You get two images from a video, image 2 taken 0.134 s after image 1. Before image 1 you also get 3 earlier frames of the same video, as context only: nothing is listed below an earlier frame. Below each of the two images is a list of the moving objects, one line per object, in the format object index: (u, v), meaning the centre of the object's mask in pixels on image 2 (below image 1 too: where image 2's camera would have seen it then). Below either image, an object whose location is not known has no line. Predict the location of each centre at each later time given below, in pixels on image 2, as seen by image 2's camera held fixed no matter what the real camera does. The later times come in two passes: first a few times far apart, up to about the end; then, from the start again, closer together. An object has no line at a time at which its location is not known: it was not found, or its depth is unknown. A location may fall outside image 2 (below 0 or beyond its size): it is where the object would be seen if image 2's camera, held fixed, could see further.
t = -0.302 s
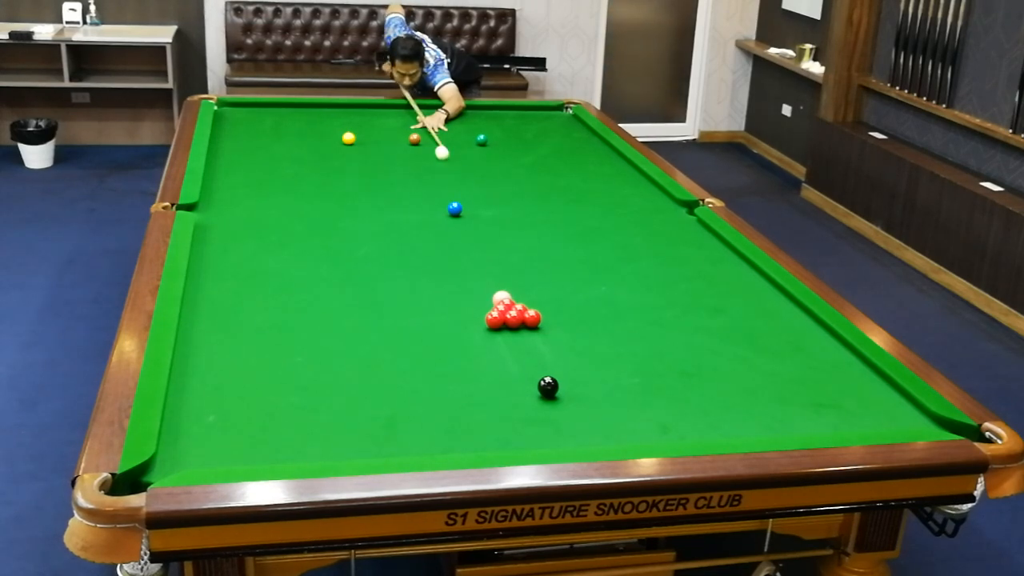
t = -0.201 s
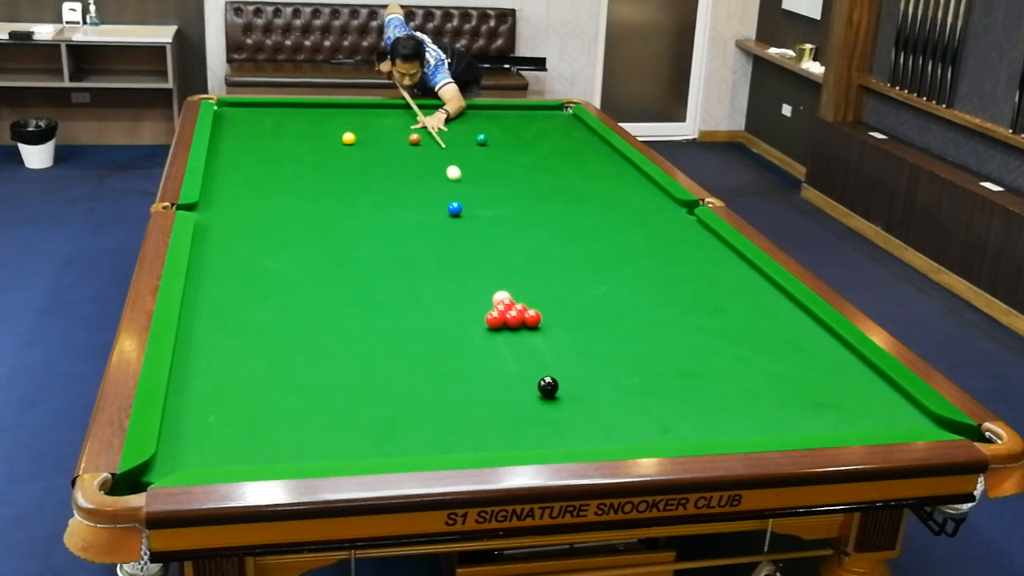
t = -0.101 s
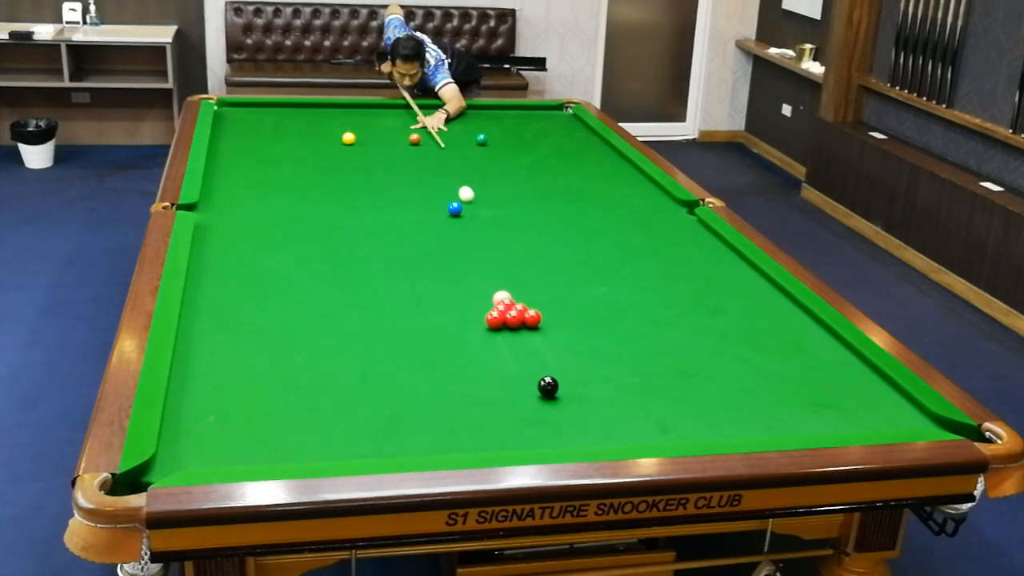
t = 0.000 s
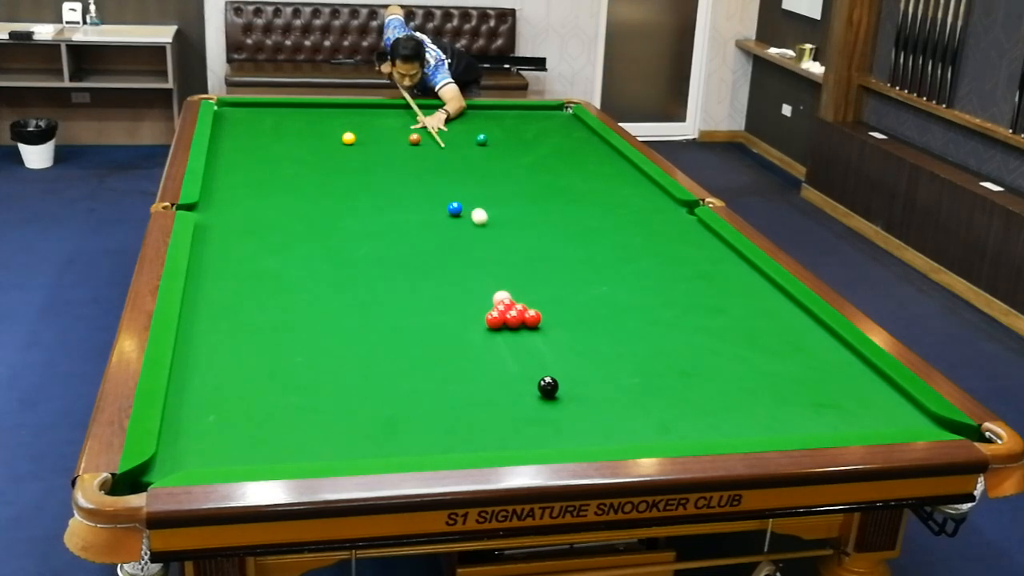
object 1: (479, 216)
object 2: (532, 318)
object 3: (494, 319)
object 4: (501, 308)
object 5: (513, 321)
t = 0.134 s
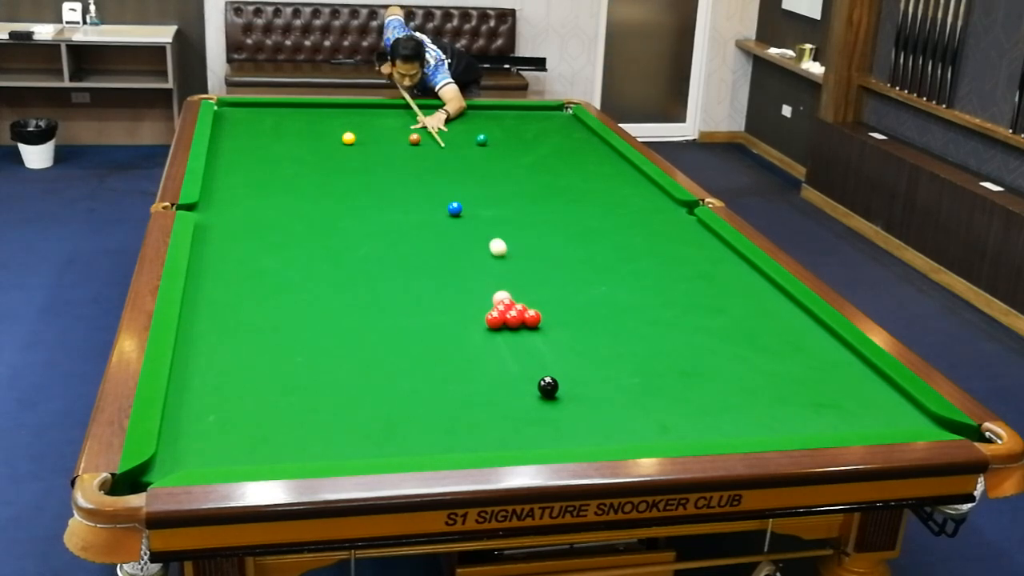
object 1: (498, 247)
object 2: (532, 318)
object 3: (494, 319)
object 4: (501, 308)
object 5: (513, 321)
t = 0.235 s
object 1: (514, 273)
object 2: (532, 318)
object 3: (494, 320)
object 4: (501, 308)
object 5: (516, 318)
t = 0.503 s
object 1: (600, 326)
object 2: (550, 345)
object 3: (456, 321)
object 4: (493, 311)
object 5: (512, 322)
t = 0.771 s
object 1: (721, 369)
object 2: (586, 392)
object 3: (392, 323)
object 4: (480, 309)
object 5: (511, 328)
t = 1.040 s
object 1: (859, 419)
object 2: (622, 437)
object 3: (329, 326)
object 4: (469, 307)
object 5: (510, 333)
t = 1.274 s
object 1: (884, 394)
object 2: (606, 407)
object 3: (275, 329)
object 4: (461, 306)
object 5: (508, 336)
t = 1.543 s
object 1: (786, 363)
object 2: (591, 377)
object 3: (213, 331)
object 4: (455, 305)
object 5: (508, 339)
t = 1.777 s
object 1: (711, 338)
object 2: (579, 355)
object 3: (203, 332)
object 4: (451, 304)
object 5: (508, 342)
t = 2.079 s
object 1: (626, 309)
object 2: (566, 330)
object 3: (243, 332)
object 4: (448, 304)
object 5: (507, 344)
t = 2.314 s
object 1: (567, 290)
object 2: (557, 313)
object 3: (272, 331)
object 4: (447, 304)
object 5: (506, 345)
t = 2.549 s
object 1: (514, 273)
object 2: (549, 297)
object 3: (299, 331)
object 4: (447, 303)
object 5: (506, 345)
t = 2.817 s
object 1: (459, 254)
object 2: (542, 282)
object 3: (328, 330)
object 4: (447, 303)
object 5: (506, 345)
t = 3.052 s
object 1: (415, 240)
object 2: (535, 270)
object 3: (351, 330)
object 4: (446, 304)
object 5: (506, 345)
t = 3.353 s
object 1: (365, 223)
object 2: (529, 256)
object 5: (507, 345)
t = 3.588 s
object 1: (328, 211)
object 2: (524, 247)
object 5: (506, 345)
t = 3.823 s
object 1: (295, 199)
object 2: (520, 238)
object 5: (506, 345)
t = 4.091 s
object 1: (260, 188)
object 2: (515, 229)
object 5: (506, 345)
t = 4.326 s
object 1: (233, 178)
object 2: (511, 221)
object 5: (506, 345)
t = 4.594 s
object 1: (214, 169)
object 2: (508, 214)
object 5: (506, 345)
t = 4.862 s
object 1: (229, 162)
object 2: (505, 207)
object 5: (507, 345)
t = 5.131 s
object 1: (242, 155)
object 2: (502, 201)
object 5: (506, 345)
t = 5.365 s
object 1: (253, 150)
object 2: (500, 197)
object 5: (507, 345)
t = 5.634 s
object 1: (264, 145)
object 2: (498, 192)
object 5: (506, 345)
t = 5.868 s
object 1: (272, 141)
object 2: (497, 188)
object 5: (506, 345)
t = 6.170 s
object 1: (282, 135)
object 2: (496, 184)
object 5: (506, 345)
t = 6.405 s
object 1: (289, 132)
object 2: (495, 181)
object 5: (506, 345)
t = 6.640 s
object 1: (295, 129)
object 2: (494, 179)
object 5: (506, 345)
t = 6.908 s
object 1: (302, 126)
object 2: (493, 176)
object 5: (506, 345)
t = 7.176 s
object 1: (307, 123)
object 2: (493, 174)
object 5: (506, 345)
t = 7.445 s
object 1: (312, 120)
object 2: (493, 172)
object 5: (506, 345)
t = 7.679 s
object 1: (316, 118)
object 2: (493, 171)
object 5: (506, 345)
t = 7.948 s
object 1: (320, 116)
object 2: (493, 170)
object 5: (507, 345)
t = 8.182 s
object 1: (323, 114)
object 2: (493, 170)
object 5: (506, 345)
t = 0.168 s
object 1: (503, 255)
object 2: (532, 318)
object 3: (494, 319)
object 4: (501, 308)
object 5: (516, 318)
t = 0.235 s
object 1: (514, 273)
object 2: (532, 318)
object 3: (494, 320)
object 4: (501, 308)
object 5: (516, 318)
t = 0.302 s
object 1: (525, 291)
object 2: (532, 318)
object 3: (494, 319)
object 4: (501, 309)
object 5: (516, 318)
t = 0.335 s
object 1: (532, 300)
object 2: (532, 318)
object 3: (494, 320)
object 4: (501, 309)
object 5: (516, 318)
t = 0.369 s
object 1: (541, 309)
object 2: (532, 319)
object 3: (493, 319)
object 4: (501, 309)
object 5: (516, 318)
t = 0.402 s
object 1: (554, 315)
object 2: (536, 325)
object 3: (482, 320)
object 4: (498, 312)
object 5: (514, 320)
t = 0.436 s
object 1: (570, 318)
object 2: (541, 332)
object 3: (473, 320)
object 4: (496, 312)
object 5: (513, 320)
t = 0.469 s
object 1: (585, 322)
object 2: (546, 338)
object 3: (464, 320)
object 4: (495, 311)
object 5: (512, 321)
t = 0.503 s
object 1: (600, 326)
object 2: (550, 345)
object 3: (456, 321)
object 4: (493, 311)
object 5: (512, 322)
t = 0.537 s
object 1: (614, 331)
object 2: (555, 351)
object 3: (448, 321)
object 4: (491, 311)
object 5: (512, 322)
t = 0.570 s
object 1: (629, 336)
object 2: (559, 357)
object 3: (440, 321)
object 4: (490, 310)
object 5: (512, 323)
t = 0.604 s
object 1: (644, 341)
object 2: (563, 362)
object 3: (432, 322)
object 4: (488, 310)
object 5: (511, 324)
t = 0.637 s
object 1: (659, 346)
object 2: (568, 368)
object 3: (424, 322)
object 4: (486, 310)
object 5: (511, 325)
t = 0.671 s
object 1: (674, 352)
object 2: (572, 374)
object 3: (416, 322)
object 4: (484, 310)
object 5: (511, 325)
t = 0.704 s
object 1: (689, 358)
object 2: (577, 380)
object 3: (408, 323)
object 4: (483, 310)
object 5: (511, 326)
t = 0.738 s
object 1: (705, 363)
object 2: (581, 386)
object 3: (400, 323)
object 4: (481, 309)
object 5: (511, 327)
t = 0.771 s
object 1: (721, 369)
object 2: (586, 392)
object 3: (392, 323)
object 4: (480, 309)
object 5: (511, 328)
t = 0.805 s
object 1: (737, 375)
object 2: (591, 399)
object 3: (384, 324)
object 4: (478, 309)
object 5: (511, 328)
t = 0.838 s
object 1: (754, 381)
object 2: (596, 405)
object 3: (376, 324)
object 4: (477, 309)
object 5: (510, 329)
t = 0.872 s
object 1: (771, 388)
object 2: (601, 412)
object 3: (368, 324)
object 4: (475, 309)
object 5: (510, 329)
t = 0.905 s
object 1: (788, 394)
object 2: (606, 418)
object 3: (361, 325)
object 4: (474, 308)
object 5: (510, 330)
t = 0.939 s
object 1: (805, 401)
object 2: (611, 425)
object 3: (353, 325)
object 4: (473, 308)
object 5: (510, 331)
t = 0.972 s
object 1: (823, 407)
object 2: (616, 432)
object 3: (345, 325)
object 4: (472, 308)
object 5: (510, 331)
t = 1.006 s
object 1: (841, 414)
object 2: (621, 436)
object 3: (337, 326)
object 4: (471, 307)
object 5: (510, 332)
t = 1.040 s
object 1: (859, 419)
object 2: (622, 437)
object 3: (329, 326)
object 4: (469, 307)
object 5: (510, 333)
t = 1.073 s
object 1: (876, 423)
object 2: (619, 433)
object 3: (321, 326)
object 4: (468, 307)
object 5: (509, 333)
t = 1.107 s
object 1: (886, 420)
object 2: (616, 429)
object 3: (313, 327)
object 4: (467, 307)
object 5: (509, 333)
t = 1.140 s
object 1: (893, 415)
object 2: (614, 424)
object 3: (306, 327)
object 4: (465, 307)
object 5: (509, 334)
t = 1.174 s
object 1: (900, 409)
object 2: (612, 420)
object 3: (298, 328)
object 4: (464, 307)
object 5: (509, 334)
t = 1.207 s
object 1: (907, 403)
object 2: (610, 415)
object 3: (290, 328)
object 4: (463, 306)
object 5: (509, 335)
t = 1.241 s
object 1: (900, 399)
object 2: (608, 411)
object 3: (282, 328)
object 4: (462, 306)
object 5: (508, 336)
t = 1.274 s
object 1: (884, 394)
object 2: (606, 407)
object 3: (275, 329)
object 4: (461, 306)
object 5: (508, 336)
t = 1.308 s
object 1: (870, 390)
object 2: (604, 403)
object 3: (267, 329)
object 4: (460, 306)
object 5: (508, 337)
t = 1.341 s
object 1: (857, 386)
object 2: (602, 399)
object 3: (259, 329)
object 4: (459, 306)
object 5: (508, 337)
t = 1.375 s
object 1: (844, 382)
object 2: (600, 395)
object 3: (251, 330)
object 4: (459, 306)
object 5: (508, 337)
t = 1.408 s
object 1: (832, 378)
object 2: (598, 392)
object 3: (244, 330)
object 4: (458, 306)
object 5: (508, 338)
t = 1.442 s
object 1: (820, 374)
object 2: (596, 388)
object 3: (236, 330)
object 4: (457, 305)
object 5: (508, 338)
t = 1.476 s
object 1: (808, 370)
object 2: (594, 385)
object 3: (228, 331)
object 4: (456, 305)
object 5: (508, 339)
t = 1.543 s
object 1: (786, 363)
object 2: (591, 377)
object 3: (213, 331)
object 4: (455, 305)
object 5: (508, 339)
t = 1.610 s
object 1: (763, 355)
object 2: (587, 371)
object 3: (198, 332)
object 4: (453, 305)
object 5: (508, 340)
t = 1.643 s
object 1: (753, 352)
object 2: (585, 367)
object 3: (190, 332)
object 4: (453, 305)
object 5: (508, 341)
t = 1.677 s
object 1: (742, 348)
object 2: (584, 364)
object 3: (187, 332)
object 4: (452, 305)
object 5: (508, 341)
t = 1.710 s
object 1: (731, 344)
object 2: (582, 361)
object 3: (193, 333)
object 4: (451, 305)
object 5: (508, 341)
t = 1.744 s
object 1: (721, 341)
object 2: (580, 358)
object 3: (198, 332)
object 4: (451, 305)
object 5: (508, 342)
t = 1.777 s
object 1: (711, 338)
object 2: (579, 355)
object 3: (203, 332)
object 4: (451, 304)
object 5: (508, 342)
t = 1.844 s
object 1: (691, 331)
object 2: (576, 349)
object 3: (212, 332)
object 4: (450, 304)
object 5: (508, 343)
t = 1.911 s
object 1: (671, 325)
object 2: (573, 343)
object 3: (221, 332)
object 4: (449, 304)
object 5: (508, 343)
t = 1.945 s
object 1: (662, 322)
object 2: (571, 340)
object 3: (226, 332)
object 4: (449, 304)
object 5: (507, 343)
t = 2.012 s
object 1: (643, 315)
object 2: (568, 335)
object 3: (234, 332)
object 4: (448, 304)
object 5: (507, 344)
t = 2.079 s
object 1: (626, 309)
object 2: (566, 330)
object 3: (243, 332)
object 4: (448, 304)
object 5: (507, 344)
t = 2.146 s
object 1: (608, 303)
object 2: (563, 325)
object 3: (252, 332)
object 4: (447, 304)
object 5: (507, 344)
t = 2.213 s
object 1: (591, 298)
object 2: (561, 320)
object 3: (260, 332)
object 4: (447, 304)
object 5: (507, 344)
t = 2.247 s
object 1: (583, 295)
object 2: (560, 317)
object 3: (264, 331)
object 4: (447, 304)
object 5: (507, 345)
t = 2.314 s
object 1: (567, 290)
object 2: (557, 313)
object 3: (272, 331)
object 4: (447, 304)
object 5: (506, 345)
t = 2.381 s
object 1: (552, 285)
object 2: (555, 308)
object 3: (280, 331)
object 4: (447, 303)
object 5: (506, 345)
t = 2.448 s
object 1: (537, 280)
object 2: (553, 304)
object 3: (288, 331)
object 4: (447, 303)
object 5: (506, 345)
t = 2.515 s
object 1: (521, 275)
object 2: (551, 300)
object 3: (295, 331)
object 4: (447, 303)
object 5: (506, 345)
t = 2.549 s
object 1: (514, 273)
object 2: (549, 297)
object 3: (299, 331)
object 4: (447, 303)
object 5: (506, 345)
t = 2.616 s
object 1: (500, 268)
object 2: (547, 293)
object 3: (307, 331)
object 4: (447, 303)
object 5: (506, 345)
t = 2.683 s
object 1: (486, 263)
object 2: (546, 290)
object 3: (314, 330)
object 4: (447, 303)
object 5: (506, 345)
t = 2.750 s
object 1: (473, 259)
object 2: (544, 286)
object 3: (321, 330)
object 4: (447, 304)
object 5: (507, 345)
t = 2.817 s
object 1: (459, 254)
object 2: (542, 282)
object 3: (328, 330)
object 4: (447, 303)
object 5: (506, 345)
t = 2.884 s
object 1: (446, 250)
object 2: (540, 278)
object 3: (335, 330)
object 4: (447, 304)
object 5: (506, 345)
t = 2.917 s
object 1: (440, 248)
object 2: (539, 277)
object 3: (338, 330)
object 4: (447, 303)
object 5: (506, 345)
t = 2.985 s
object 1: (428, 244)
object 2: (537, 273)
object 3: (345, 330)
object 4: (446, 303)
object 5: (506, 345)
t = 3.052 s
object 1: (415, 240)
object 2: (535, 270)
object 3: (351, 330)
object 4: (446, 304)
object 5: (506, 345)
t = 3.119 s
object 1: (404, 236)
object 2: (534, 267)
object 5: (506, 345)
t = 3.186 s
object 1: (392, 232)
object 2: (532, 264)
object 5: (506, 345)
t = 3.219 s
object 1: (386, 230)
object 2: (531, 262)
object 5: (506, 345)
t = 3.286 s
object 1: (375, 226)
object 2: (530, 259)
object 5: (506, 345)
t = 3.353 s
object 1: (365, 223)
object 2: (529, 256)
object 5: (507, 345)
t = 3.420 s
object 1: (353, 219)
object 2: (528, 253)
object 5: (506, 345)
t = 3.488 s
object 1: (343, 215)
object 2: (526, 250)
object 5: (506, 345)
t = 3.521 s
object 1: (338, 214)
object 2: (525, 249)
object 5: (506, 345)
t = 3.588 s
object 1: (328, 211)
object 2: (524, 247)
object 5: (506, 345)
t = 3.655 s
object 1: (318, 207)
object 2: (522, 244)
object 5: (506, 345)
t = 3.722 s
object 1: (309, 204)
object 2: (521, 241)
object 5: (506, 345)
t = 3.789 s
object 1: (299, 201)
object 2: (521, 239)
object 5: (506, 345)
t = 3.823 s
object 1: (295, 199)
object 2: (520, 238)
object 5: (506, 345)
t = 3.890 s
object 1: (286, 196)
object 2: (518, 235)
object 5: (506, 345)
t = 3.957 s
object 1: (277, 194)
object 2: (517, 233)
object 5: (506, 345)
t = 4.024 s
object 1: (269, 190)
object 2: (516, 231)
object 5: (506, 345)
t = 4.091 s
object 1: (260, 188)
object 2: (515, 229)
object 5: (506, 345)
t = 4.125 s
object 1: (256, 186)
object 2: (514, 227)
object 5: (506, 345)
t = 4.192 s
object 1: (248, 184)
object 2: (513, 225)
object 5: (506, 345)
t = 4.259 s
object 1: (240, 181)
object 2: (513, 223)
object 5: (506, 345)
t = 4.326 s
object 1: (233, 178)
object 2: (511, 221)
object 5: (506, 345)
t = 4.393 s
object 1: (225, 176)
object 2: (510, 220)
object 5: (506, 345)
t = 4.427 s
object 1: (221, 175)
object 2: (510, 219)
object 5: (506, 345)
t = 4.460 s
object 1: (218, 173)
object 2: (509, 218)
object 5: (506, 345)
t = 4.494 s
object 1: (214, 172)
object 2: (509, 217)
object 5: (506, 345)
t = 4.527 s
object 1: (211, 171)
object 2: (509, 216)
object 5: (506, 345)
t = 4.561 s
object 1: (212, 170)
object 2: (508, 215)
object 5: (506, 345)
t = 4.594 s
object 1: (214, 169)
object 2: (508, 214)
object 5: (506, 345)
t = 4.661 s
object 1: (218, 167)
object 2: (507, 212)
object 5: (506, 345)
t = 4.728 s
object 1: (222, 165)
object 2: (507, 210)
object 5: (507, 345)
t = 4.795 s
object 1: (226, 164)
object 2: (506, 209)
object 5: (507, 345)
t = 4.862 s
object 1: (229, 162)
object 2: (505, 207)
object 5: (507, 345)
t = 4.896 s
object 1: (231, 161)
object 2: (504, 207)
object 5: (507, 345)
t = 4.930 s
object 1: (233, 160)
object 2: (504, 206)
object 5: (506, 345)
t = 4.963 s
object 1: (234, 159)
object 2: (504, 205)
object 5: (506, 345)
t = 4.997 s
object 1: (236, 158)
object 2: (503, 204)
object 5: (506, 345)
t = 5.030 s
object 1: (238, 158)
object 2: (503, 203)
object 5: (507, 345)
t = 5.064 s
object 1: (239, 157)
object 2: (503, 203)
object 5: (507, 345)
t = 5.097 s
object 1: (241, 156)
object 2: (502, 202)
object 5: (506, 345)
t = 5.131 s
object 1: (242, 155)
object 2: (502, 201)
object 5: (506, 345)
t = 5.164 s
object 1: (244, 155)
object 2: (501, 201)
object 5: (507, 345)
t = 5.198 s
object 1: (245, 154)
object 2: (501, 200)
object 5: (506, 345)
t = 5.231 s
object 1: (247, 153)
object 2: (501, 199)
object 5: (506, 345)
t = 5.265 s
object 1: (249, 152)
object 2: (500, 198)
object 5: (506, 345)
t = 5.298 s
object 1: (250, 152)
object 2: (500, 198)
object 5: (506, 345)
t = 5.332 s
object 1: (251, 151)
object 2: (500, 197)
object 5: (507, 345)
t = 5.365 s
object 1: (253, 150)
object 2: (500, 197)
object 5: (507, 345)
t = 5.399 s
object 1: (254, 149)
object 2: (500, 196)
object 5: (507, 345)
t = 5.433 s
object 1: (256, 149)
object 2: (499, 195)
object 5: (506, 345)
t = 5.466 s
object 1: (257, 148)
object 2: (499, 195)
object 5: (507, 345)
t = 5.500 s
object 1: (259, 148)
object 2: (499, 194)
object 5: (507, 345)
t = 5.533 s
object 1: (260, 147)
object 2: (499, 194)
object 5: (507, 345)
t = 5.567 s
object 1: (261, 146)
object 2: (498, 193)
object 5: (507, 345)
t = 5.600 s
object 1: (262, 146)
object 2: (498, 192)
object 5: (506, 345)
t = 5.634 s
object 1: (264, 145)
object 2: (498, 192)
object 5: (506, 345)
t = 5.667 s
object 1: (265, 144)
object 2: (497, 191)
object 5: (506, 345)
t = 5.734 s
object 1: (268, 143)
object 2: (497, 190)
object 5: (506, 345)
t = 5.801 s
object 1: (270, 142)
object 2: (497, 189)
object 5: (506, 345)
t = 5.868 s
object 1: (272, 141)
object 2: (497, 188)
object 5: (506, 345)
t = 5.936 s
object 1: (275, 139)
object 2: (496, 187)
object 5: (506, 345)
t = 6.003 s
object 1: (277, 138)
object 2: (496, 186)
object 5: (506, 345)
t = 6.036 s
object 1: (278, 138)
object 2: (496, 186)
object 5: (506, 345)
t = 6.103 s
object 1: (280, 137)
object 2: (496, 185)
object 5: (506, 345)
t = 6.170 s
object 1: (282, 135)
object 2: (496, 184)
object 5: (506, 345)
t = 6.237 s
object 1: (284, 135)
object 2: (495, 183)
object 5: (506, 345)
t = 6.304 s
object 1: (286, 133)
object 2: (495, 182)
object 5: (506, 345)
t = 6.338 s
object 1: (287, 133)
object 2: (495, 182)
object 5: (506, 345)
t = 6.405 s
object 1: (289, 132)
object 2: (495, 181)
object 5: (506, 345)
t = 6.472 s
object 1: (291, 131)
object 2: (495, 180)
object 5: (506, 345)
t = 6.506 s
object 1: (292, 131)
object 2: (495, 180)
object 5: (506, 345)
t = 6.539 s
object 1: (293, 130)
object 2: (495, 180)
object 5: (507, 345)
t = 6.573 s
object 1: (293, 130)
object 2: (495, 179)
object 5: (506, 345)
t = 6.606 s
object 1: (294, 129)
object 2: (494, 179)
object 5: (506, 345)
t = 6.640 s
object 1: (295, 129)
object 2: (494, 179)
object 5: (506, 345)
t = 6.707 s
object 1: (297, 128)
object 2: (494, 178)
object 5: (506, 345)
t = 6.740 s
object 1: (298, 127)
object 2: (494, 177)
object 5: (506, 345)
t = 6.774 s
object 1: (298, 127)
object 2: (494, 177)
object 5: (506, 345)
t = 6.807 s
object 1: (299, 127)
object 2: (494, 177)
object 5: (506, 345)
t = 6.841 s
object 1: (300, 126)
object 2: (493, 177)
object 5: (506, 345)
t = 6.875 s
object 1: (301, 126)
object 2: (493, 176)
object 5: (506, 345)
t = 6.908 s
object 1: (302, 126)
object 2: (493, 176)
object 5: (506, 345)
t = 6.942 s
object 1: (302, 125)
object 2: (493, 176)
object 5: (506, 345)
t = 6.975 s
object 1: (303, 125)
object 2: (493, 175)
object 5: (506, 345)
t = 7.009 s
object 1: (304, 124)
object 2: (493, 175)
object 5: (506, 345)
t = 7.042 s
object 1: (304, 124)
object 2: (493, 175)
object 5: (506, 345)
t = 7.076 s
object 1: (305, 124)
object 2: (493, 175)
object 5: (506, 345)
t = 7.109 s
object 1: (306, 123)
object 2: (493, 175)
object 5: (506, 345)
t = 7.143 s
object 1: (306, 123)
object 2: (493, 174)
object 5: (506, 345)
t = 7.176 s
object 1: (307, 123)
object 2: (493, 174)
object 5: (506, 345)
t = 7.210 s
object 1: (308, 122)
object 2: (493, 174)
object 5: (506, 345)
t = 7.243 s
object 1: (308, 122)
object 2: (492, 174)
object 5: (506, 345)
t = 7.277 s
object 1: (309, 122)
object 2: (493, 173)
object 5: (506, 345)
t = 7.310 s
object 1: (310, 121)
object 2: (493, 173)
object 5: (506, 345)
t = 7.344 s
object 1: (310, 121)
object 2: (492, 173)
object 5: (506, 345)
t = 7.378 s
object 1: (311, 121)
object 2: (492, 173)
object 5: (506, 345)
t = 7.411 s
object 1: (312, 120)
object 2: (492, 173)
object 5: (506, 345)
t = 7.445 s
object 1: (312, 120)
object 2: (493, 172)
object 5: (506, 345)
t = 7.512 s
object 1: (313, 119)
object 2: (493, 172)
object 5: (506, 345)
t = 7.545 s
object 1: (314, 119)
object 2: (493, 172)
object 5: (506, 345)
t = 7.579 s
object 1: (314, 119)
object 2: (493, 172)
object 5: (506, 345)
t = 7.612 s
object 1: (315, 118)
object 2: (493, 172)
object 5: (506, 345)
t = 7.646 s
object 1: (316, 118)
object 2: (493, 171)
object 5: (506, 345)
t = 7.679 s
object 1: (316, 118)
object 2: (493, 171)
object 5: (506, 345)
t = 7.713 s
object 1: (317, 118)
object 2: (493, 171)
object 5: (506, 345)
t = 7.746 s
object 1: (317, 117)
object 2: (493, 171)
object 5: (506, 345)
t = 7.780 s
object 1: (318, 117)
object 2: (493, 171)
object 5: (506, 345)
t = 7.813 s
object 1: (318, 117)
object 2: (493, 171)
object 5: (506, 345)
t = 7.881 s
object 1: (319, 116)
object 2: (493, 171)
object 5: (507, 345)
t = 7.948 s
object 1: (320, 116)
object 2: (493, 170)
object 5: (507, 345)
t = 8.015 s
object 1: (321, 115)
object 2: (493, 170)
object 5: (506, 345)
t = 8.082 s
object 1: (322, 115)
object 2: (493, 170)
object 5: (506, 345)
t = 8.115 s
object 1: (322, 115)
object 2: (493, 170)
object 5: (506, 345)
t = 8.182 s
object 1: (323, 114)
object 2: (493, 170)
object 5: (506, 345)
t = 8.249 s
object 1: (324, 114)
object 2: (493, 170)
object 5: (506, 345)
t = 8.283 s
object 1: (324, 113)
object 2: (493, 170)
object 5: (506, 345)
